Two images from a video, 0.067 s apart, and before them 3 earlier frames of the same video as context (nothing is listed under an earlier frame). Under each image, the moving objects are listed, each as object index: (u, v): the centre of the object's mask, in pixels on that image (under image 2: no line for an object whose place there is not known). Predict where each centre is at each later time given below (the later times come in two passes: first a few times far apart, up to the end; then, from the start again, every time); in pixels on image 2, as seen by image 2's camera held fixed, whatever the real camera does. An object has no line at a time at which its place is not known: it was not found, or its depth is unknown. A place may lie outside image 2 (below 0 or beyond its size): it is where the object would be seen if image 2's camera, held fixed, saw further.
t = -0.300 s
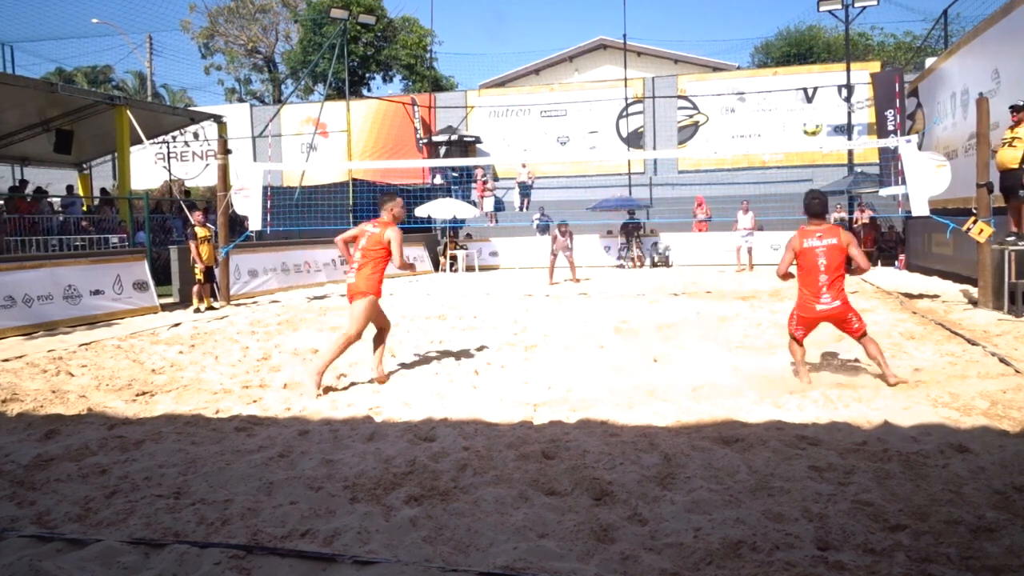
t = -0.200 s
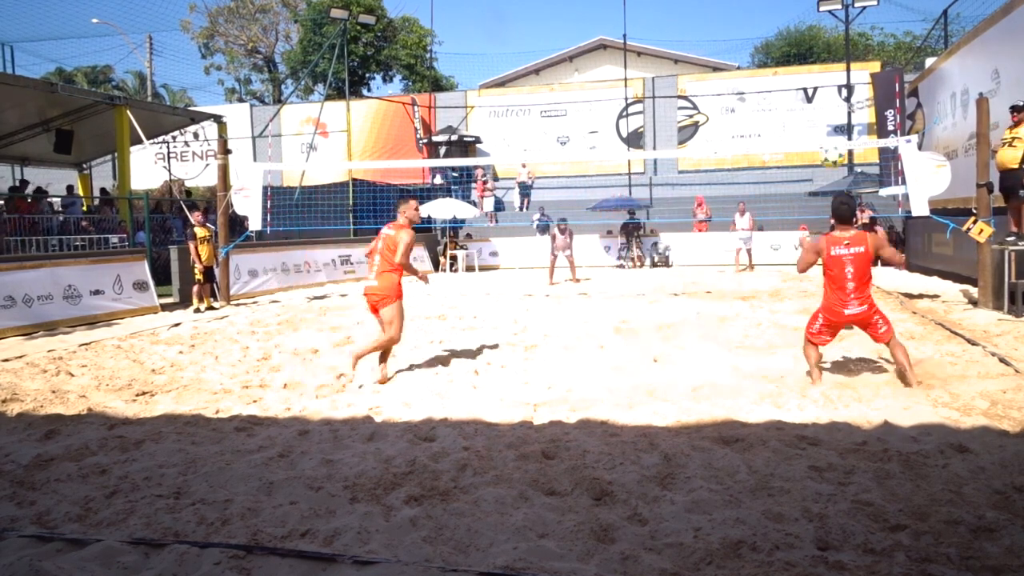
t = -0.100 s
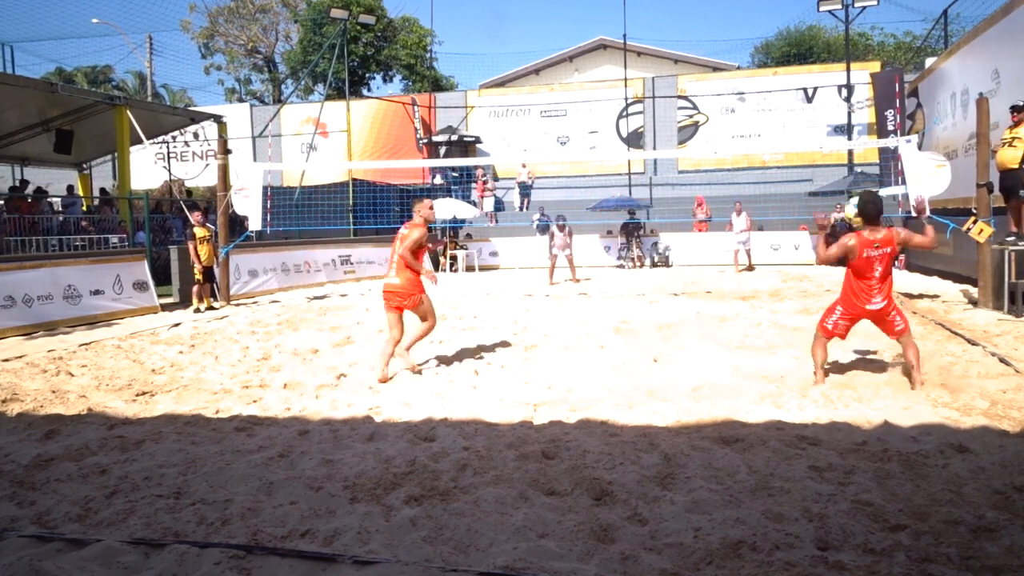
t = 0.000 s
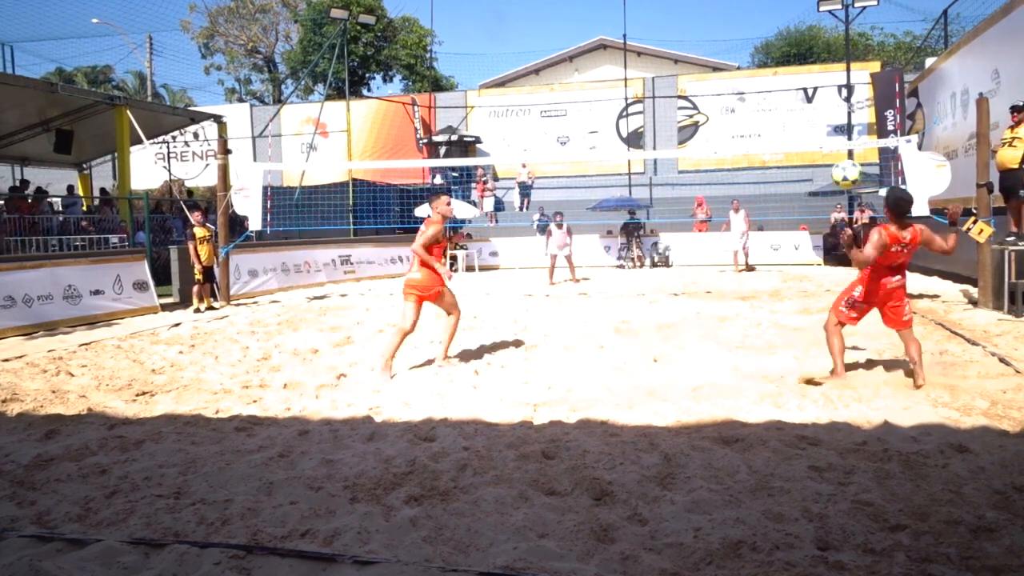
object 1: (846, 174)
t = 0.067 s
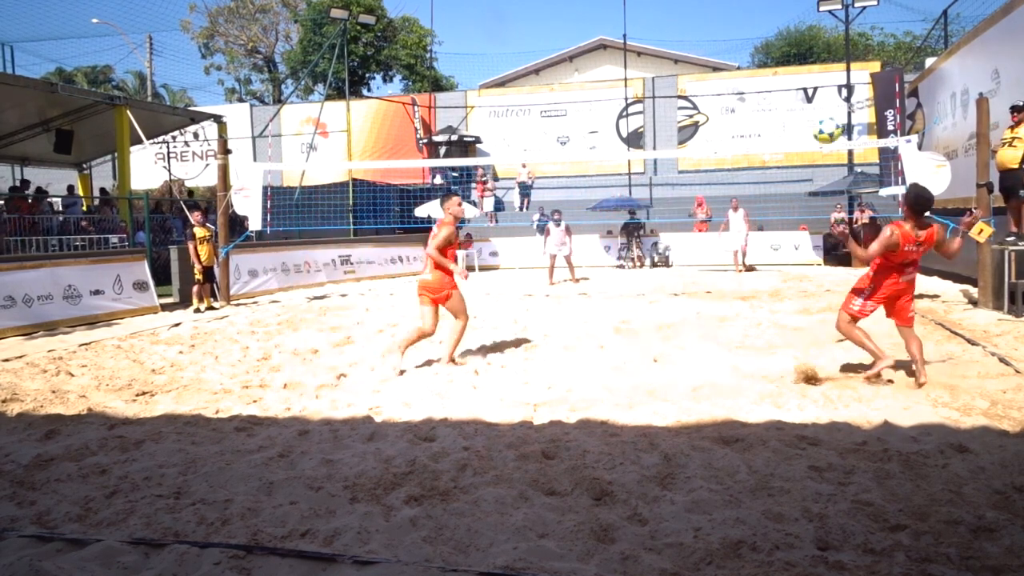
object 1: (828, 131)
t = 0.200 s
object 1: (791, 62)
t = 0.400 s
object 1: (742, 11)
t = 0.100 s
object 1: (818, 111)
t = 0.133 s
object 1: (809, 93)
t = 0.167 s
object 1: (800, 77)
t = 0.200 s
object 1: (791, 62)
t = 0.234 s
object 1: (782, 50)
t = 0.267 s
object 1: (774, 40)
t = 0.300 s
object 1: (766, 30)
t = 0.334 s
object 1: (758, 22)
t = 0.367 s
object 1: (750, 15)
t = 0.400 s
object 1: (742, 11)
